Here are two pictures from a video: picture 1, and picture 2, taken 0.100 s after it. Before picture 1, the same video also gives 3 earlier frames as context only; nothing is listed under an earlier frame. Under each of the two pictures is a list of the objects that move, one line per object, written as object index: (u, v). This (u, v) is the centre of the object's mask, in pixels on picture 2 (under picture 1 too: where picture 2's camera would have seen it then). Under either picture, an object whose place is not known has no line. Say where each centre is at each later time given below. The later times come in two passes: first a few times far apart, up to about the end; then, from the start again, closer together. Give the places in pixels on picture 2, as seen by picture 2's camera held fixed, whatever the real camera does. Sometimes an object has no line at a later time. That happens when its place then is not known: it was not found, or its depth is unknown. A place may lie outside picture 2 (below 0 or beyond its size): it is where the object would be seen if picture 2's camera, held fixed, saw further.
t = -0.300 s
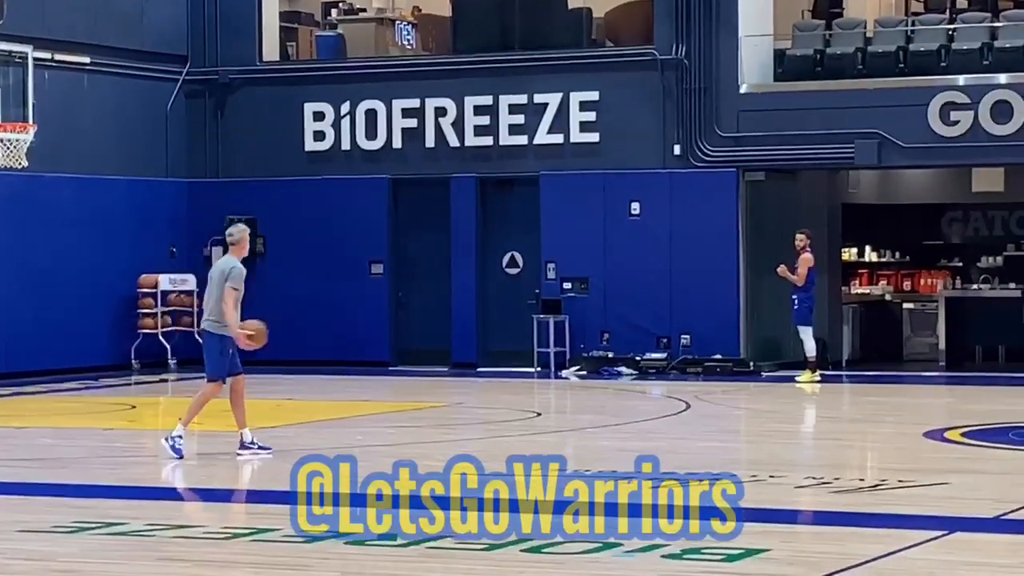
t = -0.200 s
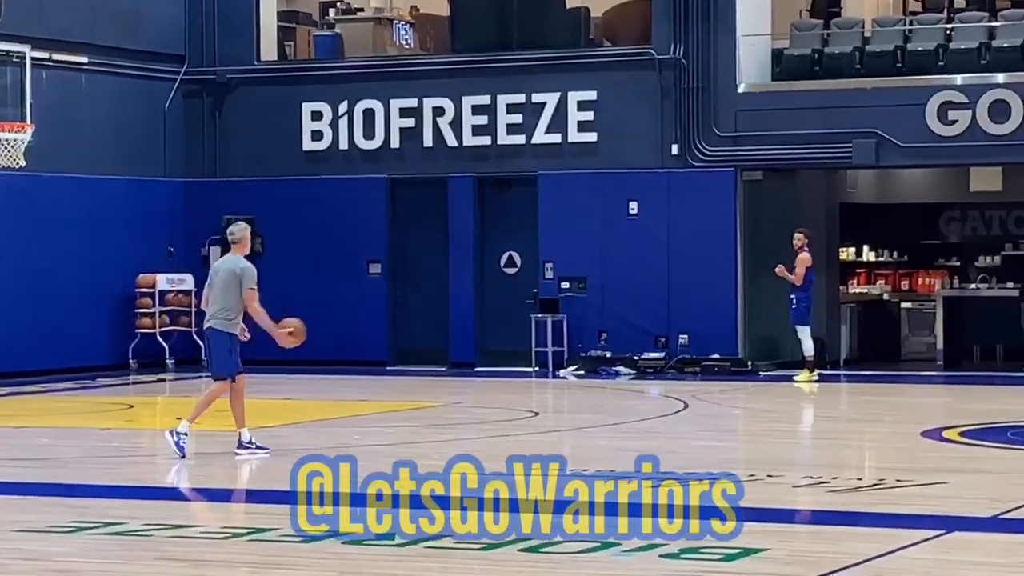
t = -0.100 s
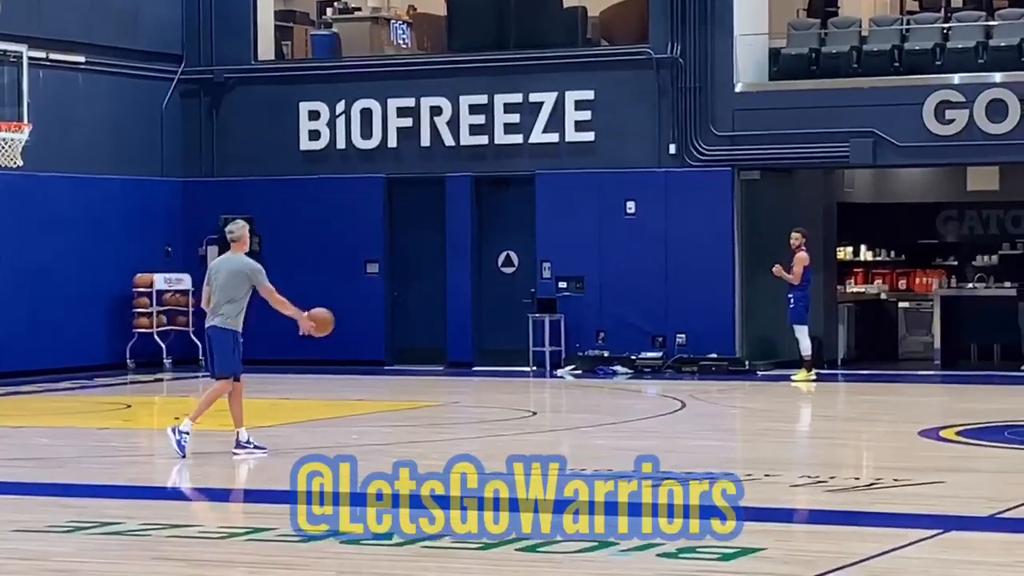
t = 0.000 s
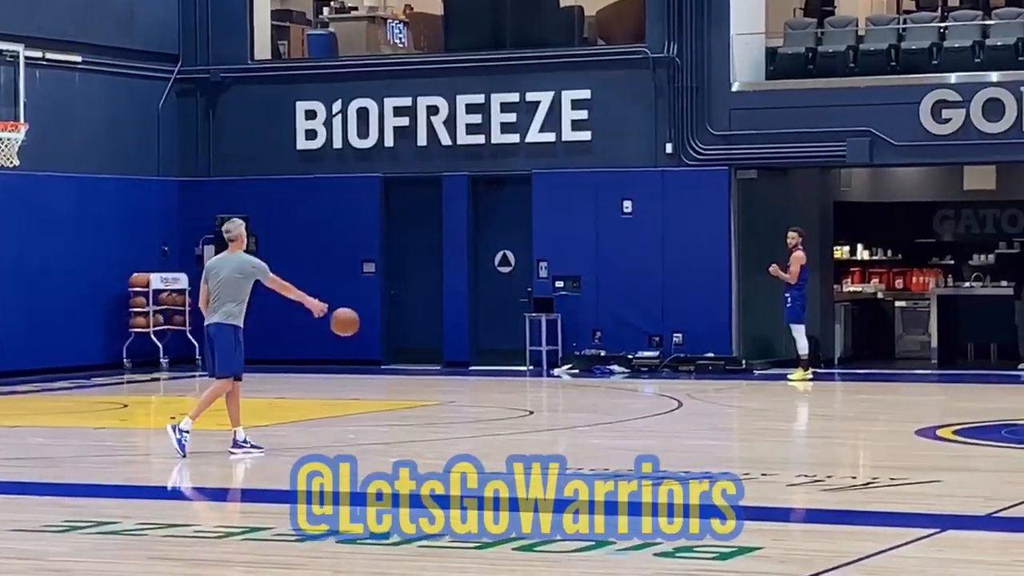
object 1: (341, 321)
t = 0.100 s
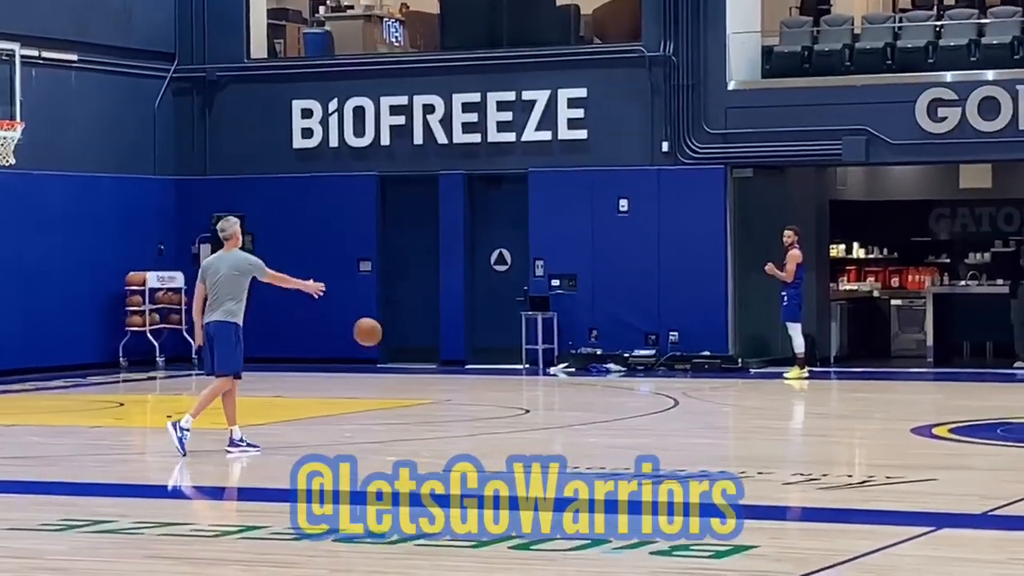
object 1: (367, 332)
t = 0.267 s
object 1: (409, 371)
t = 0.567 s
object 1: (460, 355)
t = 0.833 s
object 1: (492, 340)
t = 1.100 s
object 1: (523, 392)
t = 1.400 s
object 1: (553, 348)
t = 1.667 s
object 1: (578, 370)
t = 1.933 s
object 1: (600, 354)
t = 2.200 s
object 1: (621, 367)
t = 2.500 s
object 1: (642, 355)
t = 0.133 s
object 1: (376, 338)
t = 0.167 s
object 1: (384, 345)
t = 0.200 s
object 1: (393, 353)
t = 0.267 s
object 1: (409, 371)
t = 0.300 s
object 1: (417, 383)
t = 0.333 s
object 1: (425, 397)
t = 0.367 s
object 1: (432, 409)
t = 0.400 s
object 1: (438, 405)
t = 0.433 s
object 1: (442, 392)
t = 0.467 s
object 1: (447, 380)
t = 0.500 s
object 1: (451, 370)
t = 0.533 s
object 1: (455, 362)
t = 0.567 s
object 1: (460, 355)
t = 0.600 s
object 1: (463, 350)
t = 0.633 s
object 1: (468, 345)
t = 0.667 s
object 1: (472, 341)
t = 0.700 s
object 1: (476, 339)
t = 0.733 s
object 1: (480, 337)
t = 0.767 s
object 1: (484, 337)
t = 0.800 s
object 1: (488, 338)
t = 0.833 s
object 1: (492, 340)
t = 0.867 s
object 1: (496, 343)
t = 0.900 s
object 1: (500, 347)
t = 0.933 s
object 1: (504, 351)
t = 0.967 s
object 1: (507, 356)
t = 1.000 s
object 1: (511, 364)
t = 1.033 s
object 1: (516, 372)
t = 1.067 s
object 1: (519, 381)
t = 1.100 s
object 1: (523, 392)
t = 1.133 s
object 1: (527, 392)
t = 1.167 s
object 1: (530, 382)
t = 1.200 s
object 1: (534, 374)
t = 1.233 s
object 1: (536, 367)
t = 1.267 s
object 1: (539, 361)
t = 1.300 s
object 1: (543, 357)
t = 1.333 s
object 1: (546, 353)
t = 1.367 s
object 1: (549, 350)
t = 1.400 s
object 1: (553, 348)
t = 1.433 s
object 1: (556, 348)
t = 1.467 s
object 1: (559, 348)
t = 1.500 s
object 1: (562, 350)
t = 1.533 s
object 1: (566, 352)
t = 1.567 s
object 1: (569, 355)
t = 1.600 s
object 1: (572, 359)
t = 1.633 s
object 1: (575, 365)
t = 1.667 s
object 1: (578, 370)
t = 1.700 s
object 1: (581, 378)
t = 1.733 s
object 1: (585, 385)
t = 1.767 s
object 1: (587, 377)
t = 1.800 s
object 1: (589, 370)
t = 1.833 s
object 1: (592, 365)
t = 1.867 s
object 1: (594, 360)
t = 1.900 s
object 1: (597, 356)
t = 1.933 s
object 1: (600, 354)
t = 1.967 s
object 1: (603, 353)
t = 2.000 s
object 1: (605, 352)
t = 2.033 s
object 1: (608, 352)
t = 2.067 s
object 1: (610, 353)
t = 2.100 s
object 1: (613, 355)
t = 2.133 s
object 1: (615, 358)
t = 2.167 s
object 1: (618, 362)
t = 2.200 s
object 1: (621, 367)
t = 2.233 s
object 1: (624, 373)
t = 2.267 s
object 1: (626, 376)
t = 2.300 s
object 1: (629, 370)
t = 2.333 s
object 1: (631, 366)
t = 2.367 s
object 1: (633, 361)
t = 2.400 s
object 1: (635, 359)
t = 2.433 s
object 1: (637, 357)
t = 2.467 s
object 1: (639, 356)
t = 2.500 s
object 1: (642, 355)
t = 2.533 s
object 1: (644, 355)
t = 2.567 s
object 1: (647, 356)
